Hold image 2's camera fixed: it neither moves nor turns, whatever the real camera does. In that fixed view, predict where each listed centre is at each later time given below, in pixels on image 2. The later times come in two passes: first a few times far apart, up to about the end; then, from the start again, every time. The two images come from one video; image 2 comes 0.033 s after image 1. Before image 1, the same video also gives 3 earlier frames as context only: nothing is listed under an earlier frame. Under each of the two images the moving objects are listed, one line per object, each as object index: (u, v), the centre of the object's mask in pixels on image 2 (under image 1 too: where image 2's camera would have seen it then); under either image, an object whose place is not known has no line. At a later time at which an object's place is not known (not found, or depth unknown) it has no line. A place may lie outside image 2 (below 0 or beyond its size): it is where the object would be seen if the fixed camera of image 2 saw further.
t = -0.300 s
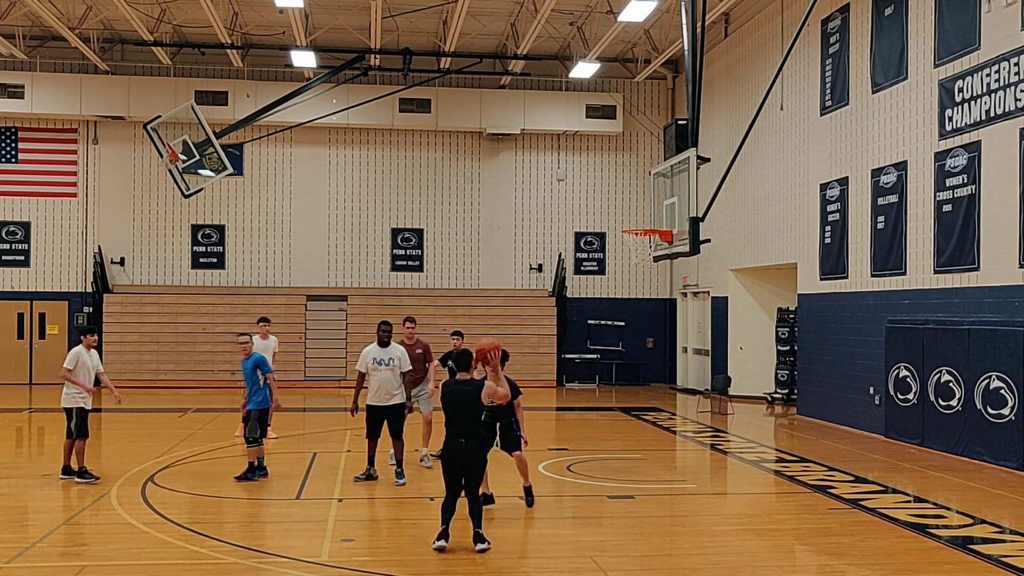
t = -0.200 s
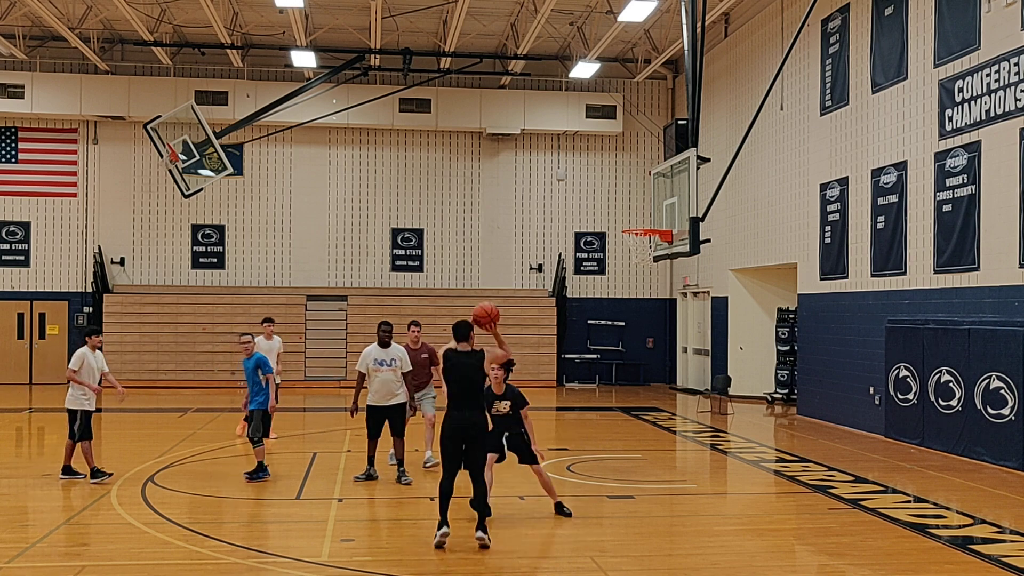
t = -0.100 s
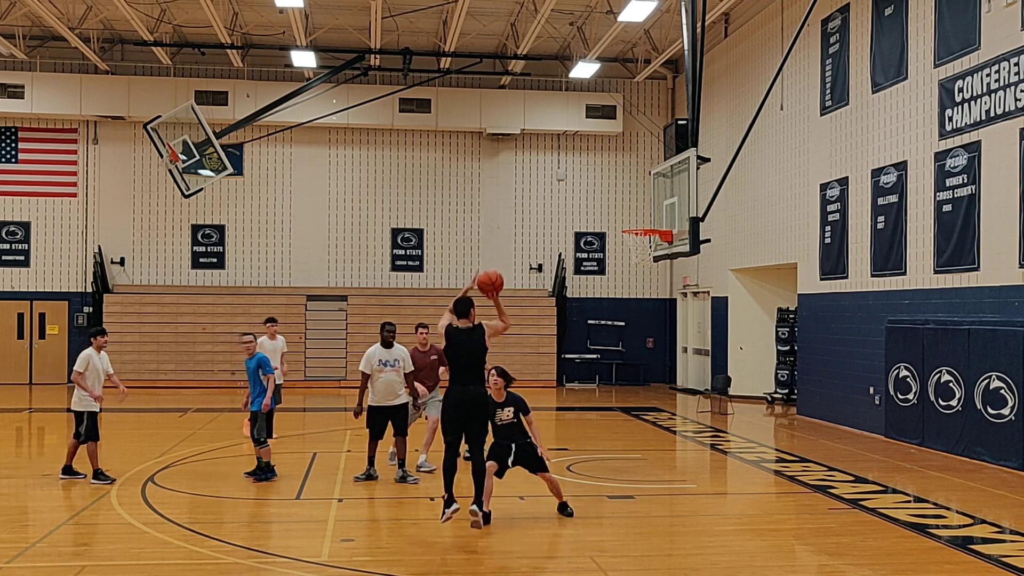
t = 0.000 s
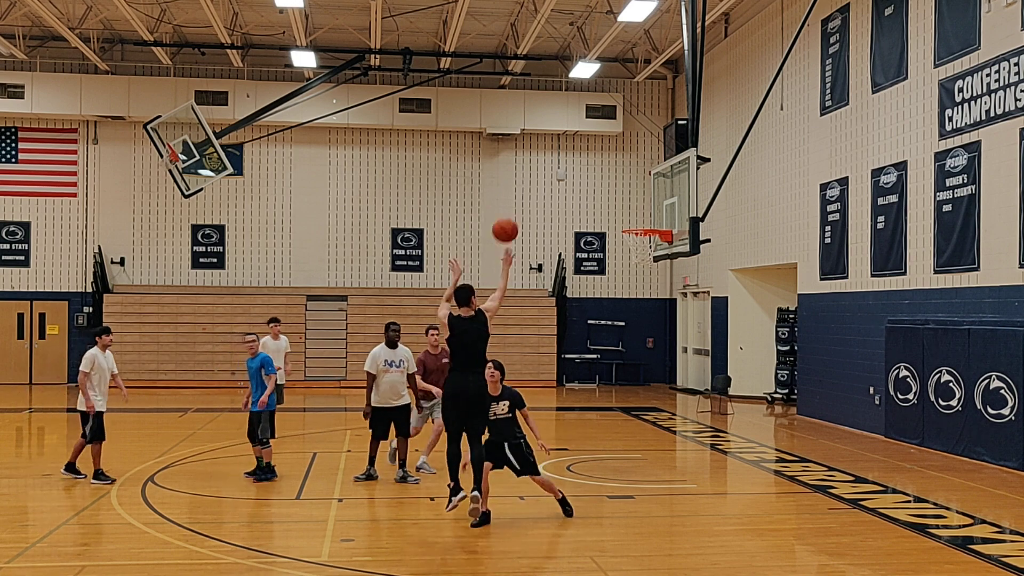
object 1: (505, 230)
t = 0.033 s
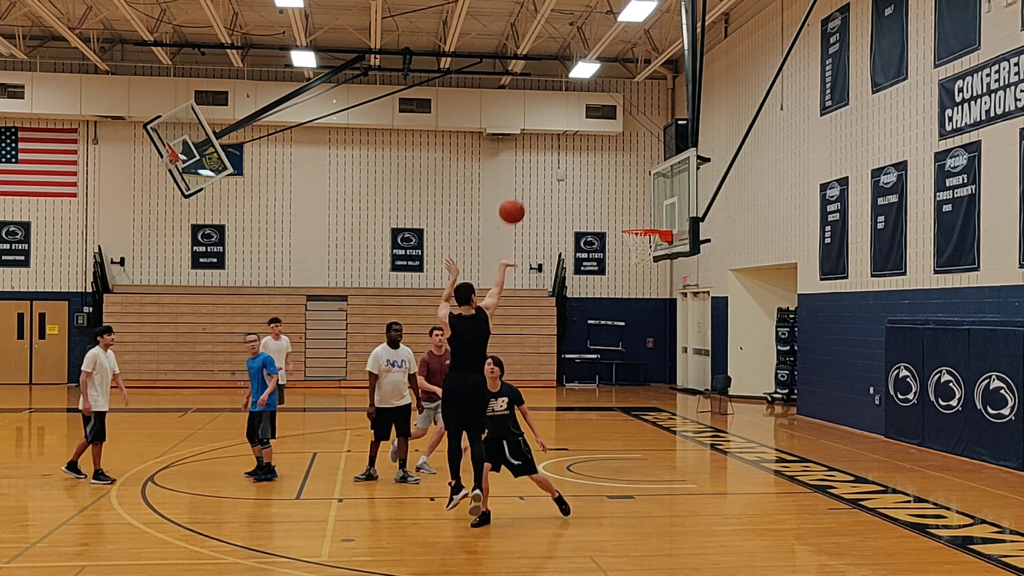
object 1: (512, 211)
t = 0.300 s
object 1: (560, 115)
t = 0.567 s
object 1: (600, 98)
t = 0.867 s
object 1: (635, 151)
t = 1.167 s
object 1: (669, 240)
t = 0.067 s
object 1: (518, 194)
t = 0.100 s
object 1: (525, 179)
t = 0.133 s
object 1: (531, 165)
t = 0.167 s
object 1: (537, 152)
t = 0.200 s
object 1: (543, 141)
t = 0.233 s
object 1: (549, 131)
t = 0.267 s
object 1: (555, 123)
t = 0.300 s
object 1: (560, 115)
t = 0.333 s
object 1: (565, 109)
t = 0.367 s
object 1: (571, 104)
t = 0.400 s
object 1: (576, 100)
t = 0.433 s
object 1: (581, 98)
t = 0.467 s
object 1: (586, 96)
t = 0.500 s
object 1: (590, 95)
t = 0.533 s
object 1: (595, 96)
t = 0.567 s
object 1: (600, 98)
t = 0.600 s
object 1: (604, 100)
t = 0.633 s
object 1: (608, 103)
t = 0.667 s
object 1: (612, 108)
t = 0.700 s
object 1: (617, 113)
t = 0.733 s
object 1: (621, 119)
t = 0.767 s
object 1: (625, 126)
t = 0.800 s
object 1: (628, 133)
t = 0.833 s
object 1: (632, 141)
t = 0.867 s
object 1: (635, 151)
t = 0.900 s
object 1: (639, 161)
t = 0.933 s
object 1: (642, 171)
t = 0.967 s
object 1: (646, 182)
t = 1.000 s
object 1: (649, 195)
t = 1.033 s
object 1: (653, 207)
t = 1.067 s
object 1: (655, 221)
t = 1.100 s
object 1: (661, 231)
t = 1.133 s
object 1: (669, 237)
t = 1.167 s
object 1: (669, 240)
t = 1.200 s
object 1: (664, 244)
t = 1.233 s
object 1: (659, 249)
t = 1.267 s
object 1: (654, 254)
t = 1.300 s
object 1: (649, 260)
